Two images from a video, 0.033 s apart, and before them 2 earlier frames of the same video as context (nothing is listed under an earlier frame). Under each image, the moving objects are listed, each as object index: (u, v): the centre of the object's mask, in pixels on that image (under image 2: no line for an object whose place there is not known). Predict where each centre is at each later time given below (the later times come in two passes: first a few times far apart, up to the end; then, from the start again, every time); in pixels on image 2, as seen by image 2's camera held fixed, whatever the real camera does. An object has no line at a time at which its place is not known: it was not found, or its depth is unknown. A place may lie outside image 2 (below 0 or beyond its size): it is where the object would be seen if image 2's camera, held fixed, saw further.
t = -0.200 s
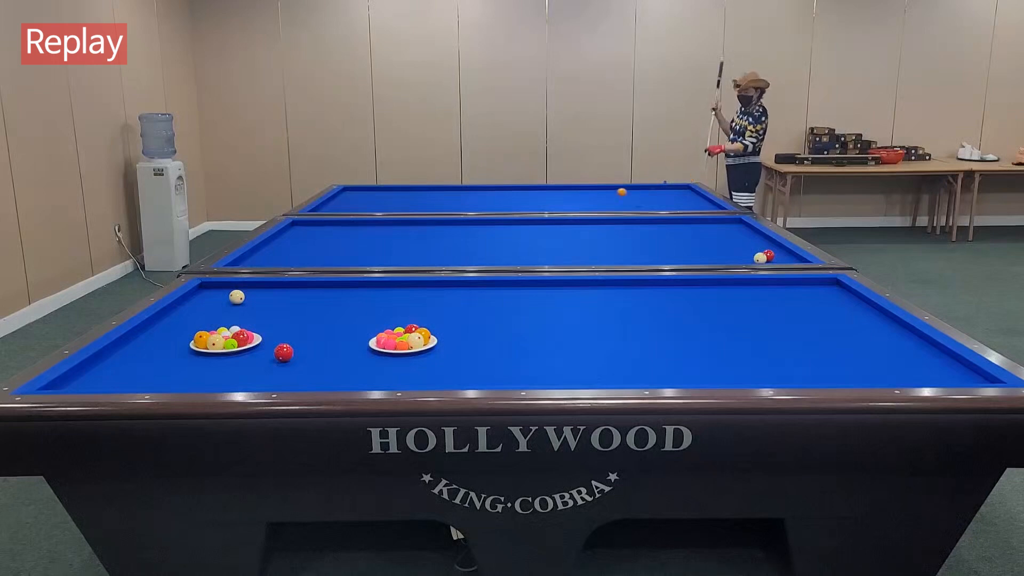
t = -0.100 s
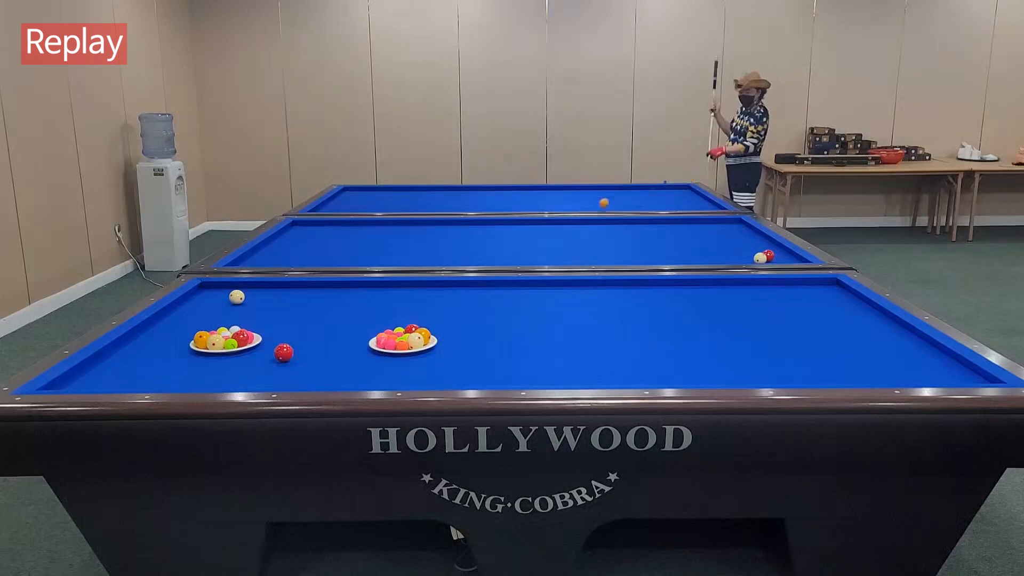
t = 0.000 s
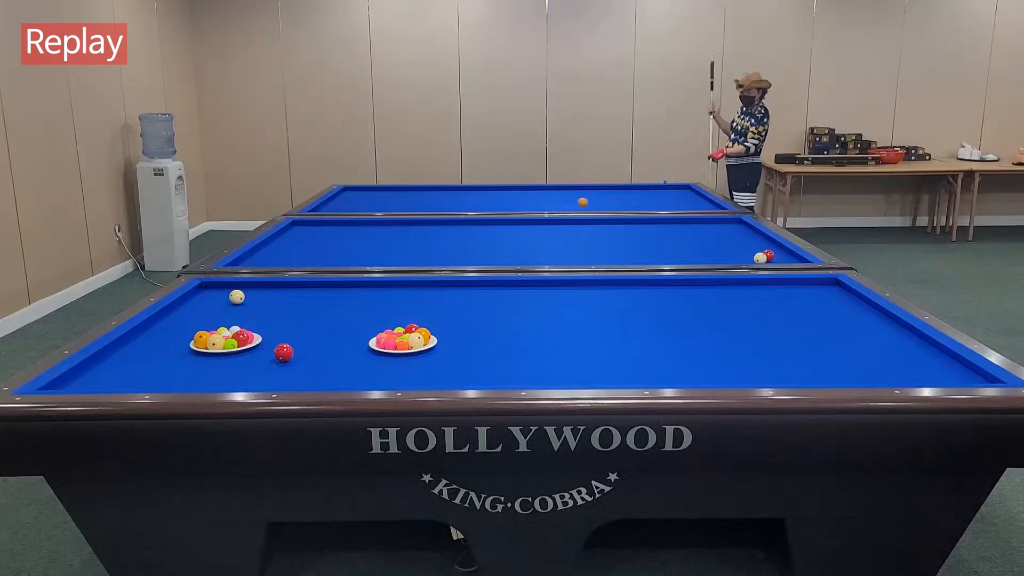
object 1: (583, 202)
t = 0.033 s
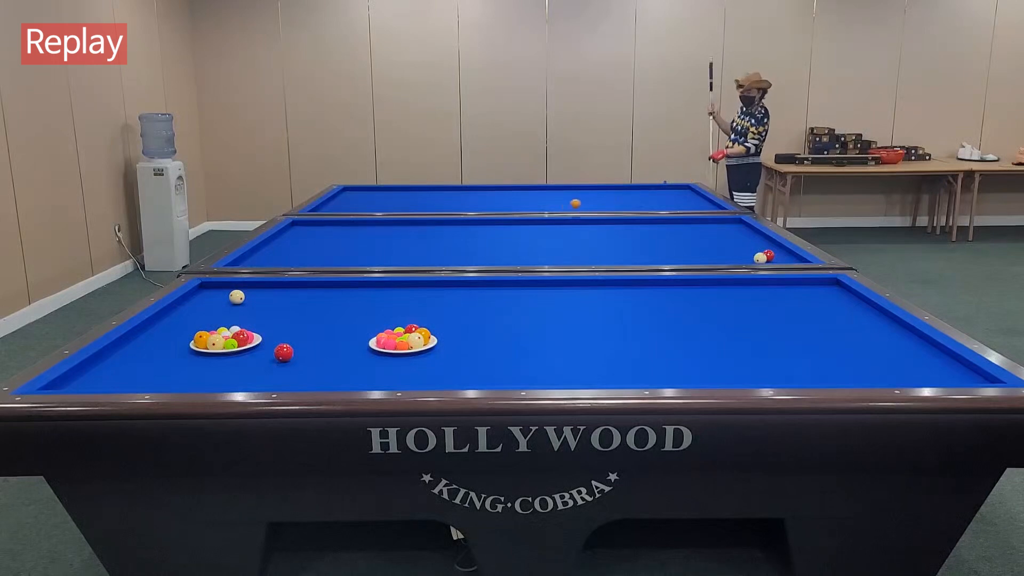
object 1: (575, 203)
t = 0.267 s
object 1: (519, 223)
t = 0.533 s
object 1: (446, 246)
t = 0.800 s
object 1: (356, 262)
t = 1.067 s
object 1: (282, 251)
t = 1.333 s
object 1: (306, 240)
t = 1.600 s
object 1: (360, 230)
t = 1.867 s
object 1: (406, 222)
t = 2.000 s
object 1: (426, 223)
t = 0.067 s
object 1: (567, 207)
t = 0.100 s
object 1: (559, 211)
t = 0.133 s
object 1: (550, 219)
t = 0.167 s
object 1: (543, 223)
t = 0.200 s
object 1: (535, 221)
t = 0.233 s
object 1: (527, 221)
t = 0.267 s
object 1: (519, 223)
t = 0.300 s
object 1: (511, 226)
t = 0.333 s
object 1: (502, 231)
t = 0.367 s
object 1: (493, 234)
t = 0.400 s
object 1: (484, 234)
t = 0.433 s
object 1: (475, 237)
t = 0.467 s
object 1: (466, 241)
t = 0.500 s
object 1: (455, 243)
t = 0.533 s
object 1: (446, 246)
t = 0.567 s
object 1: (435, 249)
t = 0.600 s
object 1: (424, 251)
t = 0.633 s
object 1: (413, 254)
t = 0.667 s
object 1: (402, 256)
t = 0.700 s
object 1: (391, 258)
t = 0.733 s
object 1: (379, 260)
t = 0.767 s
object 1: (367, 262)
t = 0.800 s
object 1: (356, 262)
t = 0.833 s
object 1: (346, 261)
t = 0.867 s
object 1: (337, 260)
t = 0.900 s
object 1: (327, 258)
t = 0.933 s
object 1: (318, 256)
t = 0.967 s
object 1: (309, 254)
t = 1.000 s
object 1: (300, 253)
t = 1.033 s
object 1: (291, 252)
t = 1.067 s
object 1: (282, 251)
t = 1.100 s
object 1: (274, 249)
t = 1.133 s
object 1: (265, 248)
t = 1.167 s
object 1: (258, 247)
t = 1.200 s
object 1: (269, 245)
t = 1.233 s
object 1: (279, 244)
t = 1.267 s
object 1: (288, 243)
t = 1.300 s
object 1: (297, 241)
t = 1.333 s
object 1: (306, 240)
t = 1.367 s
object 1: (314, 239)
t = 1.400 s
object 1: (321, 237)
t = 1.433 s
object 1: (328, 236)
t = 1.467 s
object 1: (335, 235)
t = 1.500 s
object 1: (341, 234)
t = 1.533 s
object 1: (348, 233)
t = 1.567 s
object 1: (354, 231)
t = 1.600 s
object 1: (360, 230)
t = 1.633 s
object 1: (366, 229)
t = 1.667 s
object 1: (372, 228)
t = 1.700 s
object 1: (378, 227)
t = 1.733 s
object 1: (384, 226)
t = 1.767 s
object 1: (390, 225)
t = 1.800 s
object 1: (395, 224)
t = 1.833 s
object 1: (401, 223)
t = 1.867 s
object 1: (406, 222)
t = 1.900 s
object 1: (411, 221)
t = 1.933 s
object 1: (416, 222)
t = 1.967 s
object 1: (421, 222)
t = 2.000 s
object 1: (426, 223)
